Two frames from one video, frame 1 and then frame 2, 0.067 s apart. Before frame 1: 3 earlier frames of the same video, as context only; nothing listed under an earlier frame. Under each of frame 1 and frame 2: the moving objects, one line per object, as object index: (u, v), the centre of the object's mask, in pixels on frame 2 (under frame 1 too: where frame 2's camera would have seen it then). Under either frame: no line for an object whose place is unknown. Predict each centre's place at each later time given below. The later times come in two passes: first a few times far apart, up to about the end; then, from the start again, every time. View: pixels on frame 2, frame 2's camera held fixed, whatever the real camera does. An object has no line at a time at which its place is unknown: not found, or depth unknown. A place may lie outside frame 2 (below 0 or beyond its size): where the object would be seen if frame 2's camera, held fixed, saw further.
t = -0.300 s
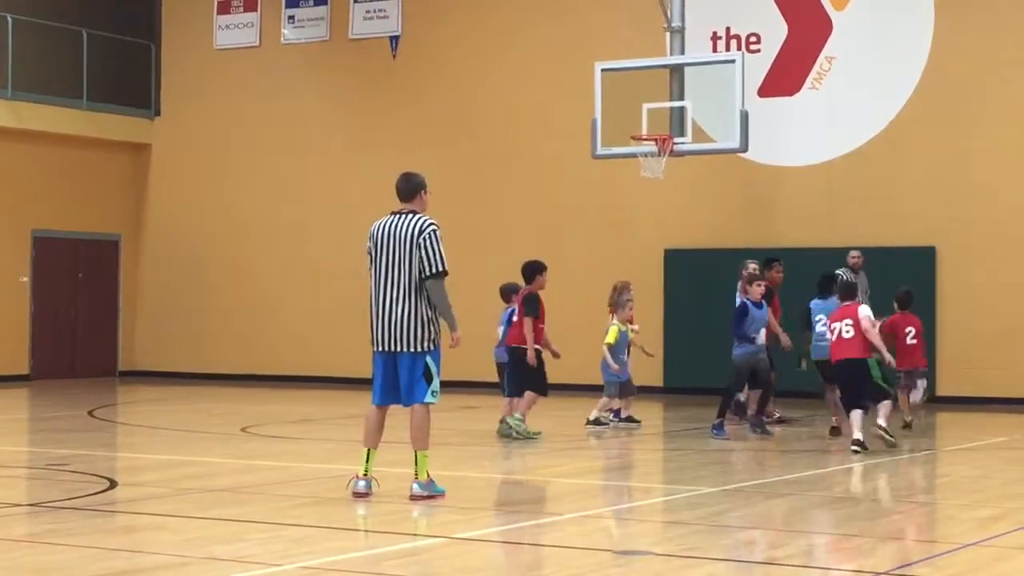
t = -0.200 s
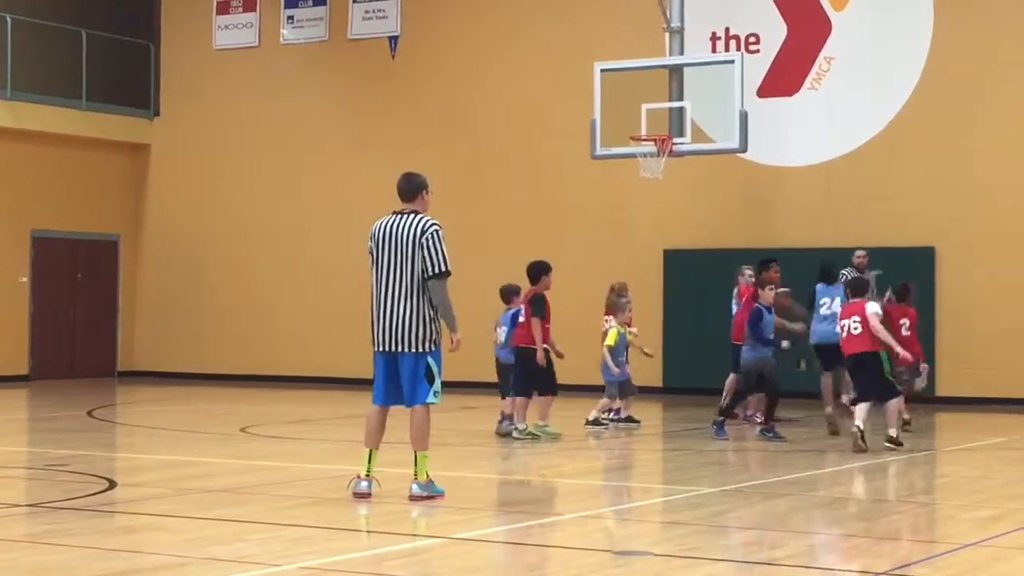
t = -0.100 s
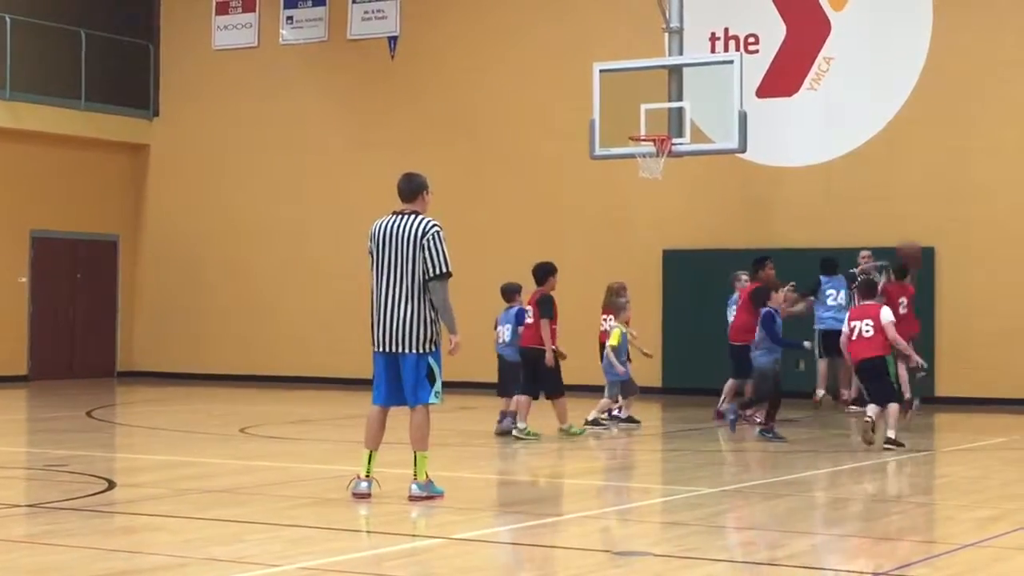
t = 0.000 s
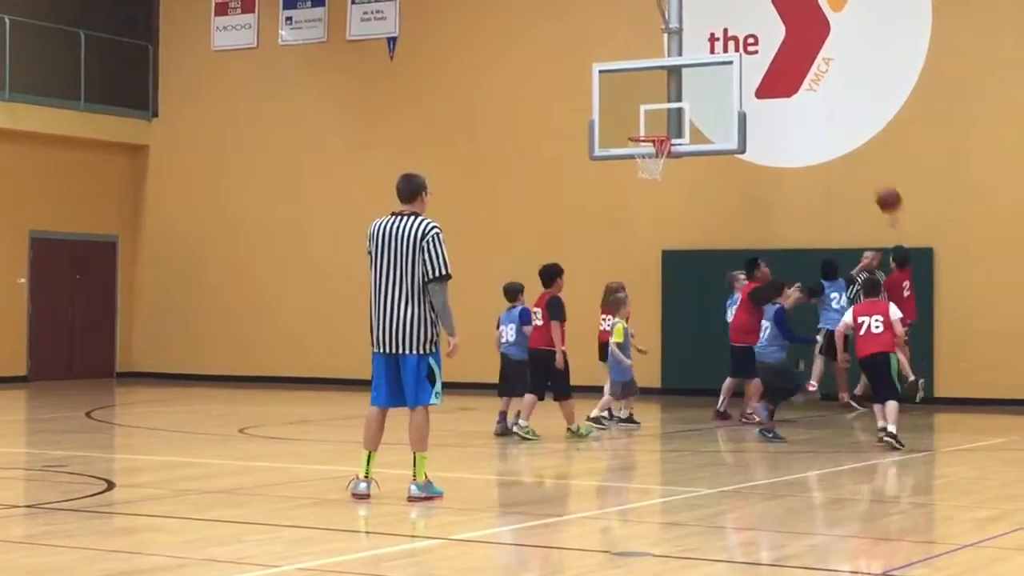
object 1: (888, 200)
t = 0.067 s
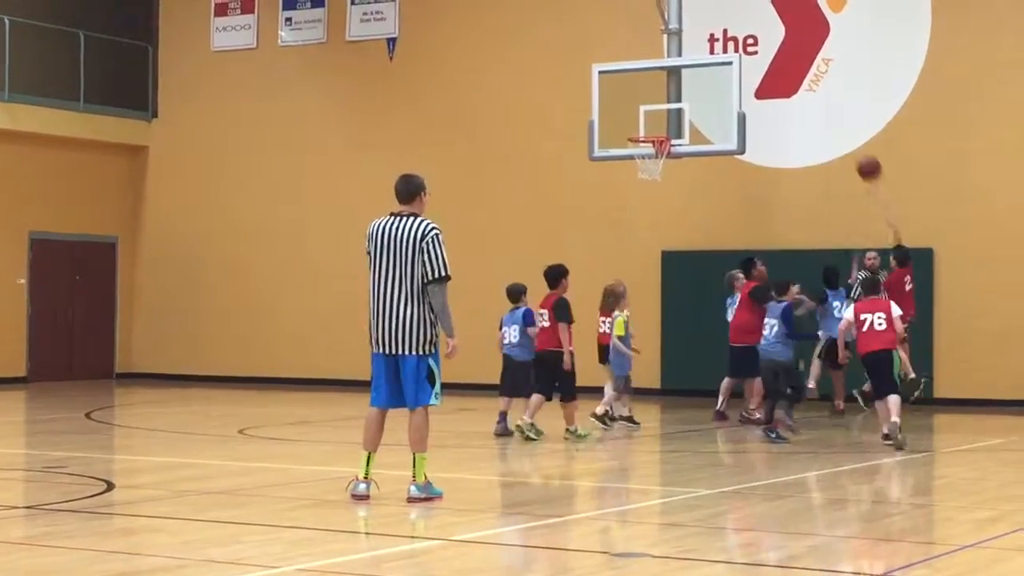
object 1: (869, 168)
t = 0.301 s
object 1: (805, 94)
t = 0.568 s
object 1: (736, 76)
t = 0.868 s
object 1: (669, 122)
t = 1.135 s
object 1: (660, 91)
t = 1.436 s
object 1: (644, 115)
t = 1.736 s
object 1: (651, 157)
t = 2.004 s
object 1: (655, 170)
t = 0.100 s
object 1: (859, 154)
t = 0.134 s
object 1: (850, 141)
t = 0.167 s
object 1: (840, 129)
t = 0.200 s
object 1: (831, 118)
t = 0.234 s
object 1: (822, 109)
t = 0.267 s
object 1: (813, 101)
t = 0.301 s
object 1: (805, 94)
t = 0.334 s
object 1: (796, 88)
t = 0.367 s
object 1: (786, 83)
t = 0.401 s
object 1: (778, 79)
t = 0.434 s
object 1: (769, 77)
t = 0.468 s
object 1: (760, 75)
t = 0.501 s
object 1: (752, 75)
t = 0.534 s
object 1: (744, 75)
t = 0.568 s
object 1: (736, 76)
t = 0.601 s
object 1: (727, 79)
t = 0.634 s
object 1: (719, 83)
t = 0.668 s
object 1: (711, 87)
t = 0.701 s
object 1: (703, 92)
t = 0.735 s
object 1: (695, 99)
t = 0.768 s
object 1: (688, 106)
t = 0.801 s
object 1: (681, 114)
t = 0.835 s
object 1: (673, 122)
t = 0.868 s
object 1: (669, 122)
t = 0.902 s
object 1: (666, 117)
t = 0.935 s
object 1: (666, 111)
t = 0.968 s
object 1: (665, 105)
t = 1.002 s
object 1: (664, 100)
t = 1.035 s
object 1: (663, 96)
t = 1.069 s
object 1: (662, 93)
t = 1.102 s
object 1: (661, 92)
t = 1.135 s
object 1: (660, 91)
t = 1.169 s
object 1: (659, 90)
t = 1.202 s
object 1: (656, 90)
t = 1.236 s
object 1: (655, 91)
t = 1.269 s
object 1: (653, 93)
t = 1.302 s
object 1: (652, 95)
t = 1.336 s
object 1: (650, 98)
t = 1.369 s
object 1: (648, 103)
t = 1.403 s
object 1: (646, 108)
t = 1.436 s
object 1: (644, 115)
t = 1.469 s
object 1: (642, 122)
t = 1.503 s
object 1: (640, 129)
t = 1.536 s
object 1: (640, 132)
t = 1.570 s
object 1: (641, 139)
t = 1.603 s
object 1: (642, 143)
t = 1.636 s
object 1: (645, 148)
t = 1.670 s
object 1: (646, 154)
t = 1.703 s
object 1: (649, 157)
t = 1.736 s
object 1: (651, 157)
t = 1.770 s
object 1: (652, 159)
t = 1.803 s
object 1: (654, 159)
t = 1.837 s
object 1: (655, 159)
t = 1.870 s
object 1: (655, 159)
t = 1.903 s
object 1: (656, 162)
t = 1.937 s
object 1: (656, 163)
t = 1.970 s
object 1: (655, 167)
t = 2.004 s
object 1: (655, 170)
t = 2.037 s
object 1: (654, 171)
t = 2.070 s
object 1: (653, 175)
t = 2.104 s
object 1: (652, 182)
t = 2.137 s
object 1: (651, 186)
